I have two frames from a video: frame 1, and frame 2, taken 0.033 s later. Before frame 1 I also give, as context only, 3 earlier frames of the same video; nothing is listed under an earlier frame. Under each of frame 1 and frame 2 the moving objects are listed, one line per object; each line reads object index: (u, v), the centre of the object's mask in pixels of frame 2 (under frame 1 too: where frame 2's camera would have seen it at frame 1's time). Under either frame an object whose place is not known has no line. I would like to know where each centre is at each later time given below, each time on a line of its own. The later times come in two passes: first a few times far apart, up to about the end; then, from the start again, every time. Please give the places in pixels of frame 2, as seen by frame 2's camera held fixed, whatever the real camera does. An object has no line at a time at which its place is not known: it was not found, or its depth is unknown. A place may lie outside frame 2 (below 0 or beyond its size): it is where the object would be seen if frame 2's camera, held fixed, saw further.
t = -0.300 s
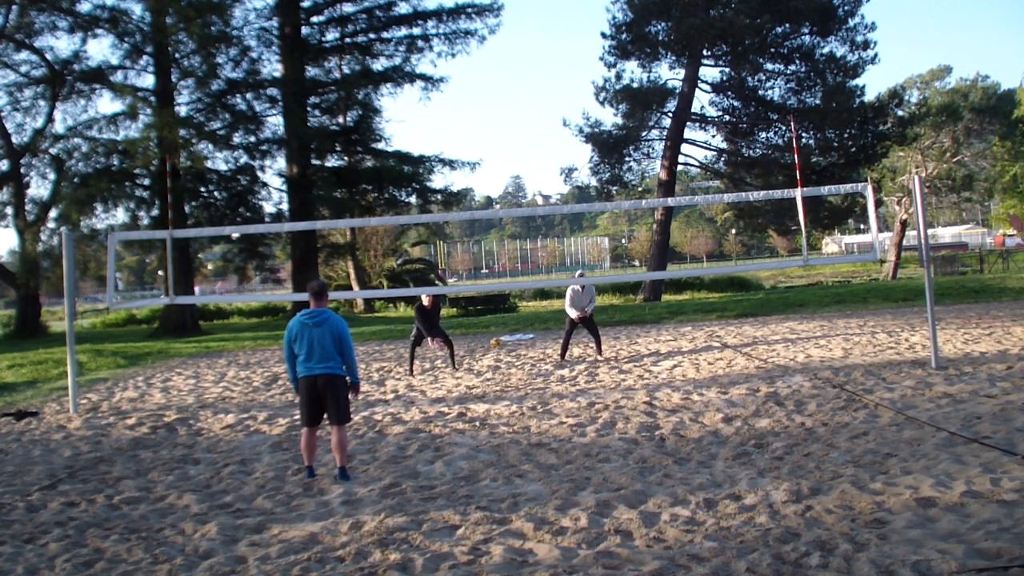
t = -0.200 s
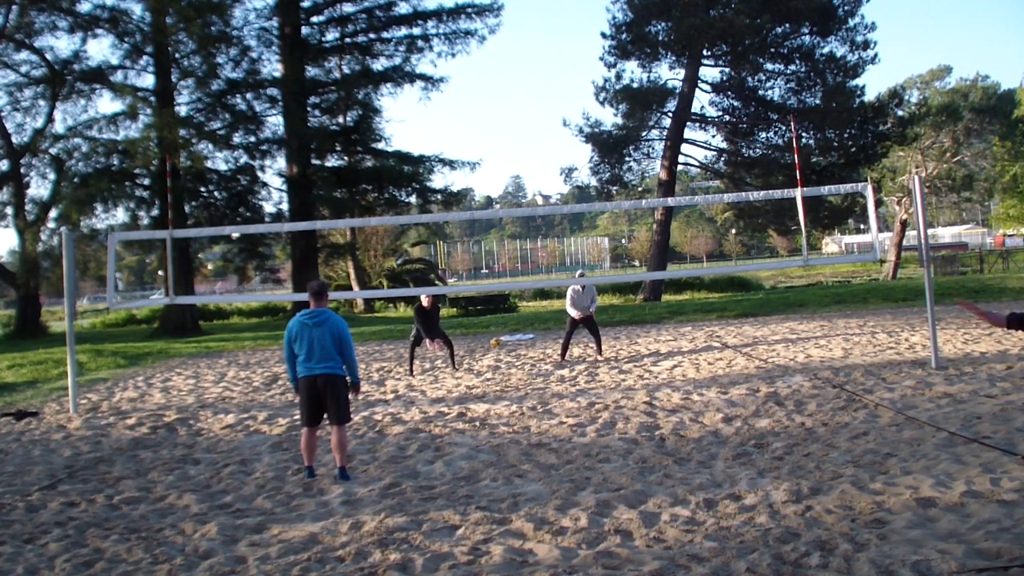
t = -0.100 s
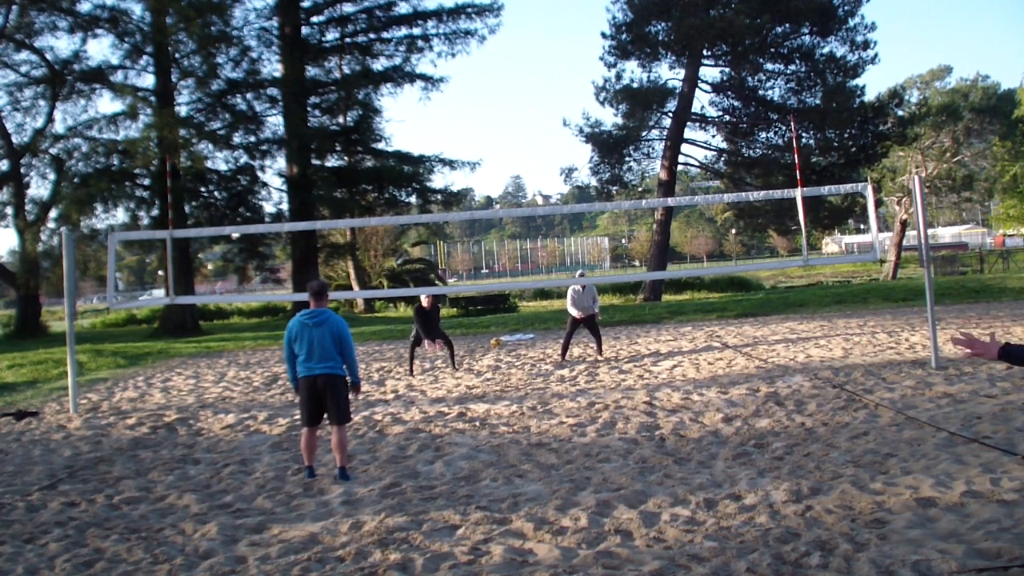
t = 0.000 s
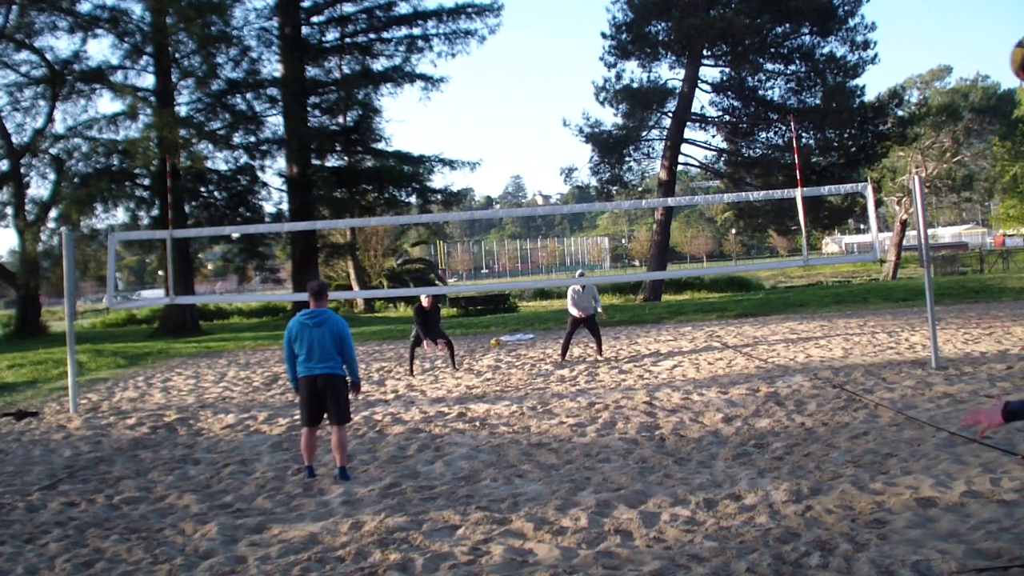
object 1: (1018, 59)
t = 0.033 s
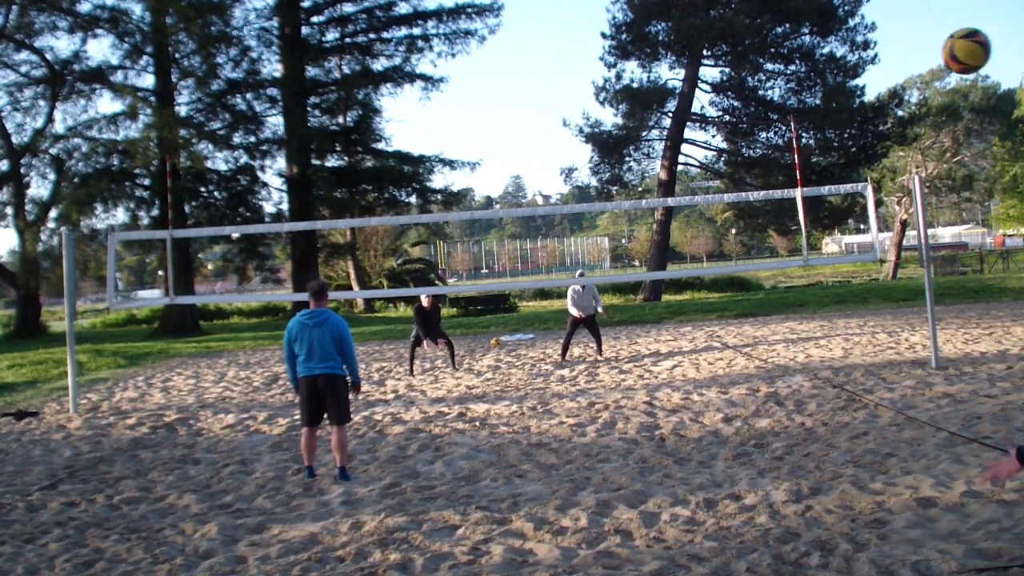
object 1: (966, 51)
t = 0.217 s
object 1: (750, 57)
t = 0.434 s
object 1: (637, 103)
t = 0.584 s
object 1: (594, 144)
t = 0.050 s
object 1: (936, 49)
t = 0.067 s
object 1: (909, 47)
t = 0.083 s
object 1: (884, 47)
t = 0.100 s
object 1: (862, 47)
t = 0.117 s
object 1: (840, 47)
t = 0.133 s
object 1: (823, 48)
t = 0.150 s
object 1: (806, 49)
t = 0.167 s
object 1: (790, 50)
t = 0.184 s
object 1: (776, 53)
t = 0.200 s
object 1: (762, 54)
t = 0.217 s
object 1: (750, 57)
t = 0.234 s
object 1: (738, 60)
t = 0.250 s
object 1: (727, 63)
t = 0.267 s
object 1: (717, 66)
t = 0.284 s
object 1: (706, 70)
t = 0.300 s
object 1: (697, 74)
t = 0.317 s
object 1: (689, 77)
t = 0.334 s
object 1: (680, 81)
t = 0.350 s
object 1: (671, 85)
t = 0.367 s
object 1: (663, 88)
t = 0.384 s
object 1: (656, 92)
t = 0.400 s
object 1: (650, 95)
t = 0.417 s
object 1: (644, 99)
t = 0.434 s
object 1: (637, 103)
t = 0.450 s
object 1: (631, 108)
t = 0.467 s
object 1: (626, 112)
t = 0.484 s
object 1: (621, 117)
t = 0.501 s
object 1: (616, 121)
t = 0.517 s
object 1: (611, 126)
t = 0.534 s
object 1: (606, 130)
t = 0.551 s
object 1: (601, 136)
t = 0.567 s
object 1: (597, 141)
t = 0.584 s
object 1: (594, 144)
